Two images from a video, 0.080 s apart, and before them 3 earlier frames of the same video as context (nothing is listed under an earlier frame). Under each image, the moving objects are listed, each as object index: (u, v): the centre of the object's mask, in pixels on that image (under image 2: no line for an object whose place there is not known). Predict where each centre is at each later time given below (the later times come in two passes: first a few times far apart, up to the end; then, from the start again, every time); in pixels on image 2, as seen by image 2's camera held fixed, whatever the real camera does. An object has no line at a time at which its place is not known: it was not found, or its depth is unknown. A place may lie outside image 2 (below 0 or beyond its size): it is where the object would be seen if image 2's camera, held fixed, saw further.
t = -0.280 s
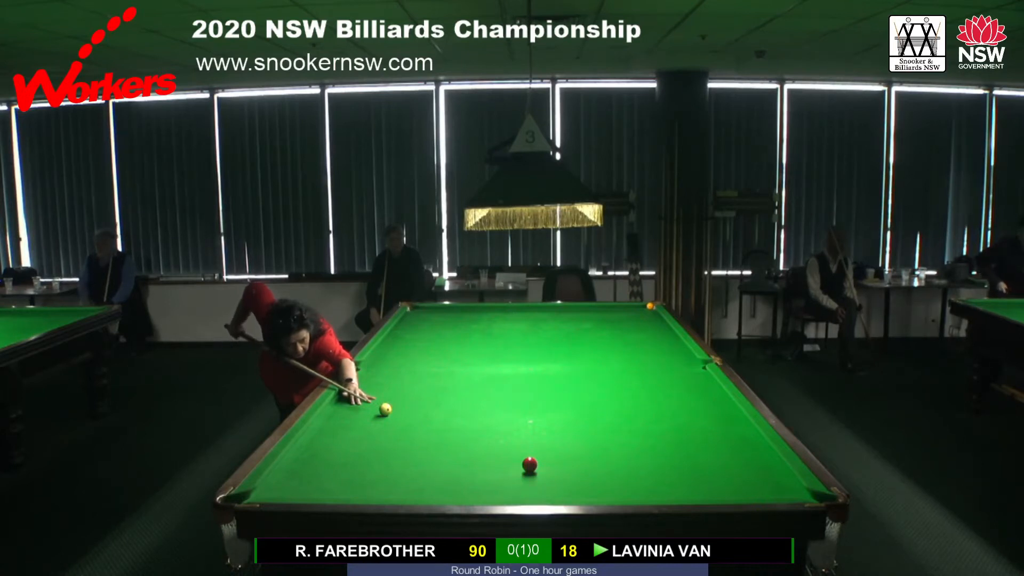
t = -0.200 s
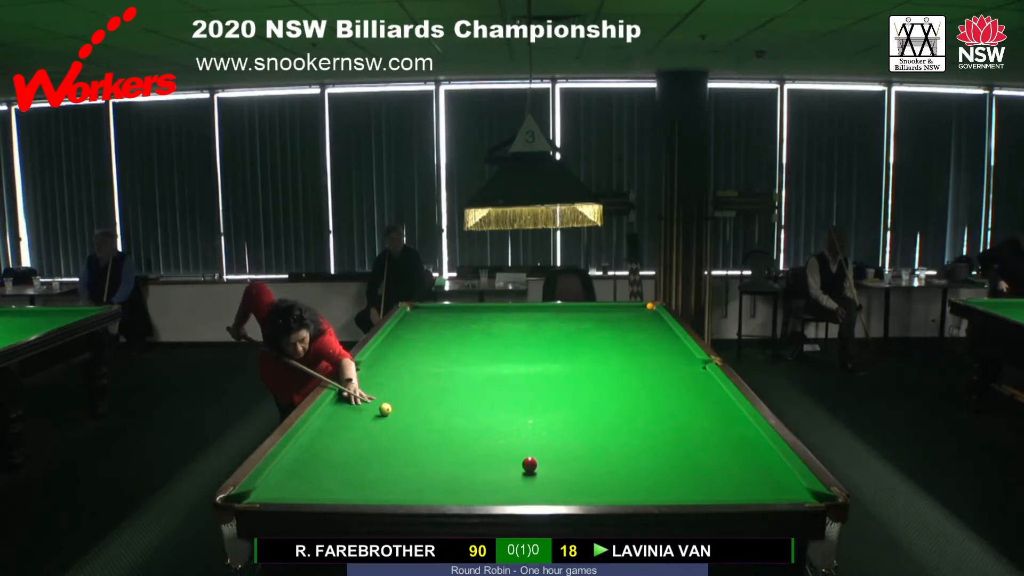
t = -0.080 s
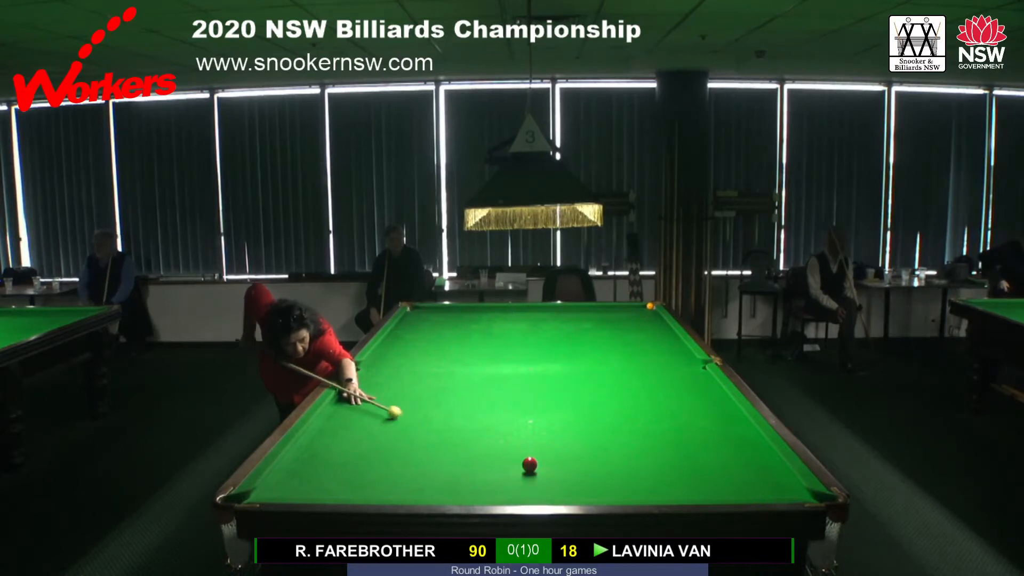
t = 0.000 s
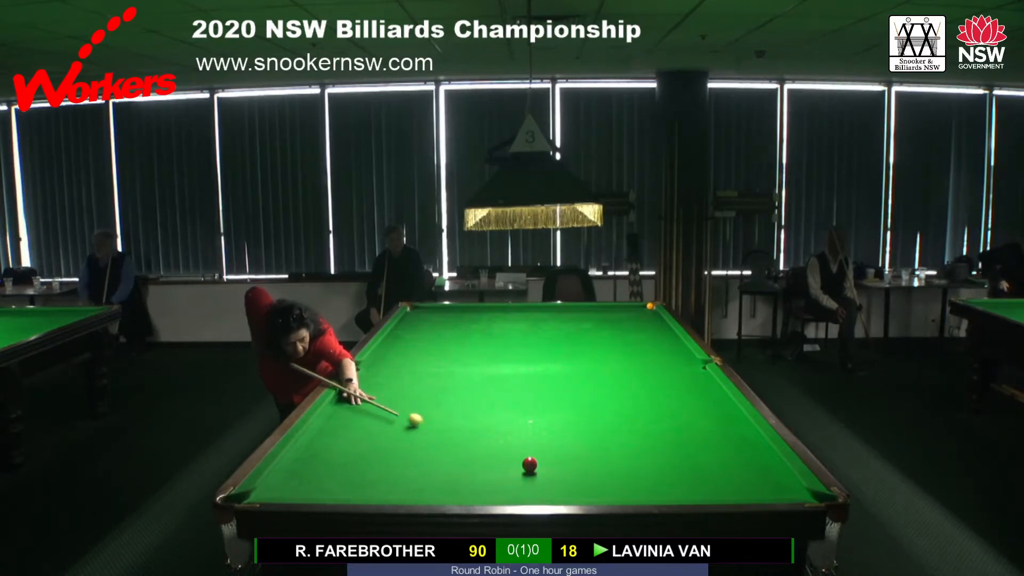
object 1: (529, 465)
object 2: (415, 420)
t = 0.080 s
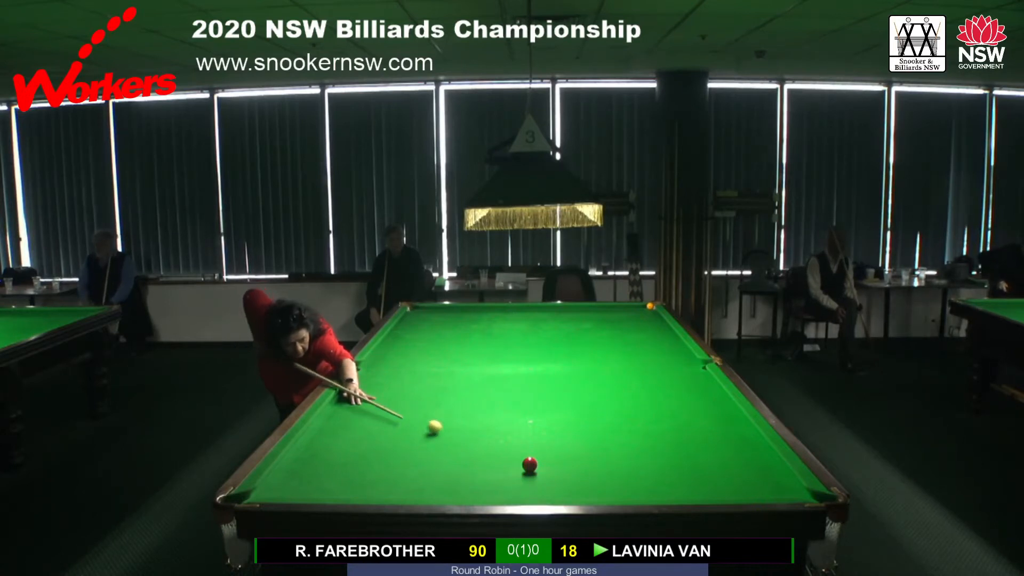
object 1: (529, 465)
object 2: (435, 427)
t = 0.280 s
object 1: (530, 465)
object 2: (486, 446)
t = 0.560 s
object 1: (549, 480)
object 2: (548, 460)
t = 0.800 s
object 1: (575, 493)
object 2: (591, 463)
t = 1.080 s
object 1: (593, 477)
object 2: (640, 466)
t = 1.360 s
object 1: (609, 461)
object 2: (687, 469)
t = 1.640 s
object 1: (622, 447)
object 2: (731, 472)
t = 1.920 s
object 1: (633, 435)
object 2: (774, 474)
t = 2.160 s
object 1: (642, 427)
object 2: (773, 476)
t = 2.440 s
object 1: (651, 417)
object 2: (748, 478)
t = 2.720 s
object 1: (659, 410)
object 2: (724, 480)
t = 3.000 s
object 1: (665, 403)
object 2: (703, 481)
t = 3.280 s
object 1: (671, 397)
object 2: (684, 482)
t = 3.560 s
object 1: (676, 392)
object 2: (667, 483)
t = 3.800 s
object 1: (680, 388)
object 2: (655, 485)
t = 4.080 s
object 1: (684, 384)
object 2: (643, 486)
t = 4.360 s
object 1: (688, 381)
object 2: (634, 486)
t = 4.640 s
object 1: (691, 378)
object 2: (627, 487)
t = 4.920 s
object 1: (693, 376)
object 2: (622, 487)
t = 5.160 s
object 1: (695, 374)
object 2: (620, 487)
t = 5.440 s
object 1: (697, 373)
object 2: (620, 487)
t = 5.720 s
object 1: (698, 372)
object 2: (620, 487)
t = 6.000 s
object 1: (698, 372)
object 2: (620, 486)
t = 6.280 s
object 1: (698, 372)
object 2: (620, 486)
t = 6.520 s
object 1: (698, 372)
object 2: (620, 486)
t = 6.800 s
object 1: (698, 372)
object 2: (620, 486)
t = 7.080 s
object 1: (699, 372)
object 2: (620, 486)
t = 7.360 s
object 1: (698, 372)
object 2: (620, 486)
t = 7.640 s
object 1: (699, 372)
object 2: (620, 486)
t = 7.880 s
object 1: (699, 372)
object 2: (620, 486)
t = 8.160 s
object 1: (699, 372)
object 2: (620, 486)
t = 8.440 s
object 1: (699, 372)
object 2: (620, 486)
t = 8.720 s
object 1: (699, 372)
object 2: (620, 486)
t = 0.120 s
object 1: (530, 465)
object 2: (444, 431)
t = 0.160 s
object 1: (529, 465)
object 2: (454, 434)
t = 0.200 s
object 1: (530, 465)
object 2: (465, 439)
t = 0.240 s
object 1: (530, 465)
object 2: (475, 442)
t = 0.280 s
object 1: (530, 465)
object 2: (486, 446)
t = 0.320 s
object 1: (529, 465)
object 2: (497, 450)
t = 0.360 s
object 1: (530, 465)
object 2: (509, 455)
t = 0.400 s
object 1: (530, 465)
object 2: (519, 458)
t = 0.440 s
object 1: (533, 468)
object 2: (527, 458)
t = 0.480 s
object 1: (539, 472)
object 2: (534, 459)
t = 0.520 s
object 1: (544, 476)
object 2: (541, 459)
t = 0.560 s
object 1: (549, 480)
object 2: (548, 460)
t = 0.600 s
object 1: (554, 484)
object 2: (556, 460)
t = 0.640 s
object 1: (558, 488)
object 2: (563, 461)
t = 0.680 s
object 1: (563, 492)
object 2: (570, 462)
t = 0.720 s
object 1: (568, 494)
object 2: (577, 462)
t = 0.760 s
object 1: (572, 495)
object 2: (584, 463)
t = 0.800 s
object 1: (575, 493)
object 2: (591, 463)
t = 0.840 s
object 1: (578, 492)
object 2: (599, 464)
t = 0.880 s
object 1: (581, 490)
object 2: (606, 464)
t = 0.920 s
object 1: (583, 487)
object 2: (612, 464)
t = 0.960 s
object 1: (586, 484)
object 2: (619, 465)
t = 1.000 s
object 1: (588, 482)
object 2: (626, 465)
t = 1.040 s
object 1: (591, 479)
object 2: (633, 465)
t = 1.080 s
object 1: (593, 477)
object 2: (640, 466)
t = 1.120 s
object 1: (596, 474)
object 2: (647, 466)
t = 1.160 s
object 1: (598, 472)
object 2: (654, 467)
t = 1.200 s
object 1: (600, 470)
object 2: (660, 467)
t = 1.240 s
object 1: (603, 467)
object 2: (667, 468)
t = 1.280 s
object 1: (605, 465)
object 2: (673, 468)
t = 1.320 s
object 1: (607, 463)
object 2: (680, 468)
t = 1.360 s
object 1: (609, 461)
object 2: (687, 469)
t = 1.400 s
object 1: (611, 459)
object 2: (693, 469)
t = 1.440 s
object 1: (613, 457)
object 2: (700, 470)
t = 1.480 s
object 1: (615, 455)
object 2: (706, 470)
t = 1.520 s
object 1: (617, 453)
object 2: (712, 470)
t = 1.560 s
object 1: (618, 451)
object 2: (719, 471)
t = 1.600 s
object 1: (620, 449)
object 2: (725, 471)
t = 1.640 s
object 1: (622, 447)
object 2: (731, 472)
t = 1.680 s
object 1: (624, 445)
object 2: (737, 472)
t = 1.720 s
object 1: (625, 444)
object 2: (743, 472)
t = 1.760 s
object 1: (627, 442)
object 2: (750, 473)
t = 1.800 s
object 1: (629, 440)
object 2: (756, 473)
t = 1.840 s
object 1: (630, 438)
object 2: (762, 473)
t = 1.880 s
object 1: (632, 437)
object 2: (768, 474)
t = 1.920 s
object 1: (633, 435)
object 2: (774, 474)
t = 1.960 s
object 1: (635, 434)
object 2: (779, 474)
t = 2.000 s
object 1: (636, 432)
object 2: (785, 475)
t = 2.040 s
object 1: (638, 431)
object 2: (784, 475)
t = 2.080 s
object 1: (639, 429)
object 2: (780, 475)
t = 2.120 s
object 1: (640, 428)
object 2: (777, 476)
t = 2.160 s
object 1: (642, 427)
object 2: (773, 476)
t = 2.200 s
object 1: (643, 425)
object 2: (769, 476)
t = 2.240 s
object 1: (644, 424)
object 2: (765, 476)
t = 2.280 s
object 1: (646, 423)
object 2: (762, 477)
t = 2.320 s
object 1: (647, 421)
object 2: (758, 477)
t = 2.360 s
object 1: (648, 420)
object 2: (755, 477)
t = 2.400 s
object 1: (650, 419)
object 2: (751, 478)
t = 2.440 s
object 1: (651, 417)
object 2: (748, 478)
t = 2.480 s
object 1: (652, 416)
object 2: (744, 478)
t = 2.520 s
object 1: (653, 415)
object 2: (741, 478)
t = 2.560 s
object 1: (654, 414)
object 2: (737, 479)
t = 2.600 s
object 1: (655, 413)
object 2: (734, 479)
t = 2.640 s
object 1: (656, 412)
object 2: (731, 479)
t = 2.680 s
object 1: (657, 411)
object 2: (727, 480)
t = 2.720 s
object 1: (659, 410)
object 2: (724, 480)
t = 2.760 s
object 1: (659, 409)
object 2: (721, 480)
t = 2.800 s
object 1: (660, 408)
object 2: (718, 480)
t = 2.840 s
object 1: (661, 407)
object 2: (715, 480)
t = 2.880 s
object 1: (662, 405)
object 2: (712, 481)
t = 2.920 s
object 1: (663, 405)
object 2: (709, 481)
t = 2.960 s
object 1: (664, 404)
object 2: (706, 481)
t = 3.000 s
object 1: (665, 403)
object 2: (703, 481)
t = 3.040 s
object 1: (666, 402)
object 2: (700, 481)
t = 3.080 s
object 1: (667, 401)
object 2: (697, 482)
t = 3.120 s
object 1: (668, 400)
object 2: (694, 482)
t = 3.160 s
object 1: (669, 399)
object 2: (692, 482)
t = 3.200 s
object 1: (670, 399)
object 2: (689, 482)
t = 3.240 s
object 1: (670, 398)
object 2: (686, 482)
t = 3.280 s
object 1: (671, 397)
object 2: (684, 482)
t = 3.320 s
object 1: (672, 396)
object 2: (681, 483)
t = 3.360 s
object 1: (673, 395)
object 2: (679, 483)
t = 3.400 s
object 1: (673, 395)
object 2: (676, 483)
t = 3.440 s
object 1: (674, 394)
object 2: (674, 483)
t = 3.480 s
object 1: (675, 393)
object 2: (672, 483)
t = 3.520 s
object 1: (676, 393)
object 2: (669, 483)
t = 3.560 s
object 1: (676, 392)
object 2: (667, 483)
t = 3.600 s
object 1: (677, 391)
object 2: (665, 484)
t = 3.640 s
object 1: (678, 391)
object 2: (663, 484)
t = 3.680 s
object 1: (678, 390)
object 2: (661, 484)
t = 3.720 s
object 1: (679, 389)
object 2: (659, 484)
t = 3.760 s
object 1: (680, 389)
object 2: (657, 485)
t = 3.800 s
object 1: (680, 388)
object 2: (655, 485)
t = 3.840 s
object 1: (681, 388)
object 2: (653, 485)
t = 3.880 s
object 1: (681, 387)
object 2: (651, 485)
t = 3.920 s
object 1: (682, 386)
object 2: (650, 485)
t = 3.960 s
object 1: (682, 386)
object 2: (648, 485)
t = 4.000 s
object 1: (683, 385)
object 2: (646, 485)
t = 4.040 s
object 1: (684, 385)
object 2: (645, 485)
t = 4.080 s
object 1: (684, 384)
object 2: (643, 486)
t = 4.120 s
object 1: (685, 384)
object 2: (642, 486)
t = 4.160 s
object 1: (685, 383)
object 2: (640, 486)
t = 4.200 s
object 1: (686, 383)
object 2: (639, 486)
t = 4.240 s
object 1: (686, 382)
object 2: (637, 486)
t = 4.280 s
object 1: (687, 382)
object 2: (636, 486)
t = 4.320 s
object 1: (687, 381)
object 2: (635, 486)
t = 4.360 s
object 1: (688, 381)
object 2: (634, 486)
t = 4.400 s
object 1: (688, 380)
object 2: (633, 486)
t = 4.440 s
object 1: (689, 380)
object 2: (632, 487)
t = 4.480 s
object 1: (689, 380)
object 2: (630, 487)
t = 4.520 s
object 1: (689, 379)
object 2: (629, 487)
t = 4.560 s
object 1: (690, 379)
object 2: (628, 487)
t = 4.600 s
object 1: (690, 379)
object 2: (628, 487)
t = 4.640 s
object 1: (691, 378)
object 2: (627, 487)
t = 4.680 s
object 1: (691, 378)
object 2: (626, 487)
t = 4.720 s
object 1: (691, 378)
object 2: (625, 487)
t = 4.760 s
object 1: (692, 377)
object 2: (625, 487)
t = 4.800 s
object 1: (692, 377)
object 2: (624, 487)
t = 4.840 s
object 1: (693, 377)
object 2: (623, 487)
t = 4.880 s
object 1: (693, 376)
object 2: (623, 487)
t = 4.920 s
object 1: (693, 376)
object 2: (622, 487)
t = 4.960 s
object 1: (694, 376)
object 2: (622, 487)
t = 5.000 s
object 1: (694, 375)
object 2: (622, 487)
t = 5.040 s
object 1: (694, 375)
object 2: (621, 487)
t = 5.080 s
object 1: (694, 375)
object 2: (621, 487)
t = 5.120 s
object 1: (695, 375)
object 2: (621, 487)
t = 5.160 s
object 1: (695, 374)
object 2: (620, 487)
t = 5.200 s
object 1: (695, 374)
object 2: (620, 487)
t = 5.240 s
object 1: (696, 374)
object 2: (620, 487)
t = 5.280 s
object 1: (696, 374)
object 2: (620, 487)
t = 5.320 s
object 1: (696, 374)
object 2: (620, 487)
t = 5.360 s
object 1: (696, 374)
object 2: (620, 487)
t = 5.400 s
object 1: (697, 373)
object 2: (620, 487)
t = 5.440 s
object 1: (697, 373)
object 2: (620, 487)
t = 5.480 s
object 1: (697, 373)
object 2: (620, 487)
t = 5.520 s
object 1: (697, 373)
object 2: (620, 487)
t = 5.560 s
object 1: (697, 373)
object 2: (620, 487)
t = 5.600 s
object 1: (697, 373)
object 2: (620, 487)
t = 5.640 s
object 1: (697, 373)
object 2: (620, 487)
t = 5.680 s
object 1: (698, 372)
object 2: (620, 487)
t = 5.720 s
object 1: (698, 372)
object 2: (620, 487)
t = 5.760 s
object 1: (698, 372)
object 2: (620, 487)
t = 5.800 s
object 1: (698, 372)
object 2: (620, 486)
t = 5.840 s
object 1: (698, 372)
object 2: (620, 486)
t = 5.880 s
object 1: (698, 372)
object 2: (620, 486)
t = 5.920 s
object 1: (698, 372)
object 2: (620, 487)
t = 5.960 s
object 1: (698, 372)
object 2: (620, 487)
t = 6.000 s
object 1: (698, 372)
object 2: (620, 486)
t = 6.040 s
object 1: (698, 372)
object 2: (620, 487)
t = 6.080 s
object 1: (698, 372)
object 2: (620, 486)
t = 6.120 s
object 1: (698, 372)
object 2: (620, 486)
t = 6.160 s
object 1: (698, 372)
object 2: (620, 486)
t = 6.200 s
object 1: (698, 372)
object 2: (620, 486)
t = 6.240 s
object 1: (698, 372)
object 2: (620, 486)
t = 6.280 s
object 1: (698, 372)
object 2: (620, 486)
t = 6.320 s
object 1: (699, 372)
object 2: (620, 486)
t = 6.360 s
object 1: (698, 372)
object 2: (620, 486)
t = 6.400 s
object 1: (699, 372)
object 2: (620, 486)
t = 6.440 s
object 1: (698, 372)
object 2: (620, 486)
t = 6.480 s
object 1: (698, 372)
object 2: (620, 486)
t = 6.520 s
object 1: (698, 372)
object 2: (620, 486)
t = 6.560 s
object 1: (699, 372)
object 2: (620, 486)
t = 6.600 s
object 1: (698, 372)
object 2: (620, 486)
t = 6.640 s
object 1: (699, 372)
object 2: (620, 486)
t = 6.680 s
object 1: (698, 372)
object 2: (620, 486)
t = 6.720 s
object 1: (698, 372)
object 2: (620, 486)
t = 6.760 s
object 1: (698, 372)
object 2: (620, 486)
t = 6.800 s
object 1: (698, 372)
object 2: (620, 486)
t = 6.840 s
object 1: (699, 372)
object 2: (620, 486)
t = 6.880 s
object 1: (699, 372)
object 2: (620, 486)
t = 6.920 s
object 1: (699, 372)
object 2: (620, 486)
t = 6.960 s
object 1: (699, 372)
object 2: (620, 486)
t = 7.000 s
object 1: (699, 372)
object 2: (620, 486)
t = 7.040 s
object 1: (699, 372)
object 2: (620, 486)
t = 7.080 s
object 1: (699, 372)
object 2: (620, 486)
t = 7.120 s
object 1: (699, 372)
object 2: (620, 486)
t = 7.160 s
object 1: (699, 372)
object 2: (620, 486)
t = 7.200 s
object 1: (699, 372)
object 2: (620, 486)
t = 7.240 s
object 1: (699, 372)
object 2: (620, 486)
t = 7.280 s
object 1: (699, 372)
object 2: (620, 486)
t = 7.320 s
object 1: (699, 372)
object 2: (620, 486)
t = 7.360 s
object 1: (698, 372)
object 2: (620, 486)
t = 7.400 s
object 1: (699, 372)
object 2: (620, 486)
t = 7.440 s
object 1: (699, 372)
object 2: (620, 486)
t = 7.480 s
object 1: (699, 372)
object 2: (620, 486)
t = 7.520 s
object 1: (699, 372)
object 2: (620, 486)
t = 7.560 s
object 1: (699, 372)
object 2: (620, 486)
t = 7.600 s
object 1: (699, 372)
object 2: (620, 486)
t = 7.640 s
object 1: (699, 372)
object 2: (620, 486)
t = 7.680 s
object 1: (699, 372)
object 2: (620, 486)
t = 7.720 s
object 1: (699, 372)
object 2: (620, 486)
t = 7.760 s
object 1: (699, 372)
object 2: (620, 486)
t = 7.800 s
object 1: (699, 372)
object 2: (620, 486)
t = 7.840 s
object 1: (699, 372)
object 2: (620, 486)
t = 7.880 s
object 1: (699, 372)
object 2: (620, 486)
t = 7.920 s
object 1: (699, 372)
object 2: (620, 486)
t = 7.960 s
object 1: (699, 372)
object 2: (620, 486)
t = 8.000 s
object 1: (699, 372)
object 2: (620, 486)
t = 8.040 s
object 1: (699, 372)
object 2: (620, 486)
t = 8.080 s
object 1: (699, 372)
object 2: (620, 486)
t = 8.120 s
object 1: (699, 372)
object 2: (620, 486)
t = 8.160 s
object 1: (699, 372)
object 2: (620, 486)
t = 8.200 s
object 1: (699, 372)
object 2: (620, 486)
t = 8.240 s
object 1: (699, 372)
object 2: (620, 486)
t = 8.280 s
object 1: (699, 372)
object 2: (620, 486)
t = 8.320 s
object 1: (699, 372)
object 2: (620, 486)
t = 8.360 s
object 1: (699, 372)
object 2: (620, 486)
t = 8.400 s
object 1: (699, 372)
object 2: (620, 486)
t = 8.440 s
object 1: (699, 372)
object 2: (620, 486)
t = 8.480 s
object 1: (699, 372)
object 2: (620, 486)
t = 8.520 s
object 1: (699, 372)
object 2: (620, 486)
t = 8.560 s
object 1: (699, 372)
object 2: (620, 486)
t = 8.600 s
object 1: (699, 372)
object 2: (620, 486)
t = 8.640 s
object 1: (699, 372)
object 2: (620, 486)
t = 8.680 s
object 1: (699, 372)
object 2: (620, 486)
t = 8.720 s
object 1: (699, 372)
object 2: (620, 486)
